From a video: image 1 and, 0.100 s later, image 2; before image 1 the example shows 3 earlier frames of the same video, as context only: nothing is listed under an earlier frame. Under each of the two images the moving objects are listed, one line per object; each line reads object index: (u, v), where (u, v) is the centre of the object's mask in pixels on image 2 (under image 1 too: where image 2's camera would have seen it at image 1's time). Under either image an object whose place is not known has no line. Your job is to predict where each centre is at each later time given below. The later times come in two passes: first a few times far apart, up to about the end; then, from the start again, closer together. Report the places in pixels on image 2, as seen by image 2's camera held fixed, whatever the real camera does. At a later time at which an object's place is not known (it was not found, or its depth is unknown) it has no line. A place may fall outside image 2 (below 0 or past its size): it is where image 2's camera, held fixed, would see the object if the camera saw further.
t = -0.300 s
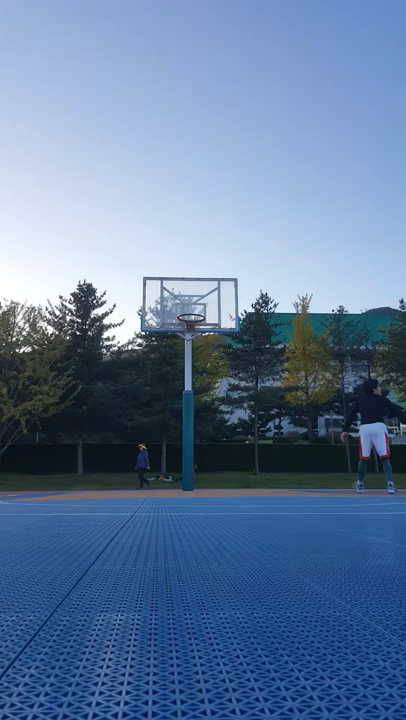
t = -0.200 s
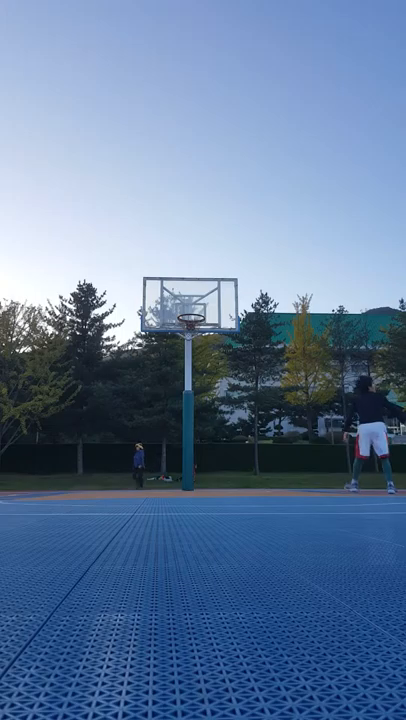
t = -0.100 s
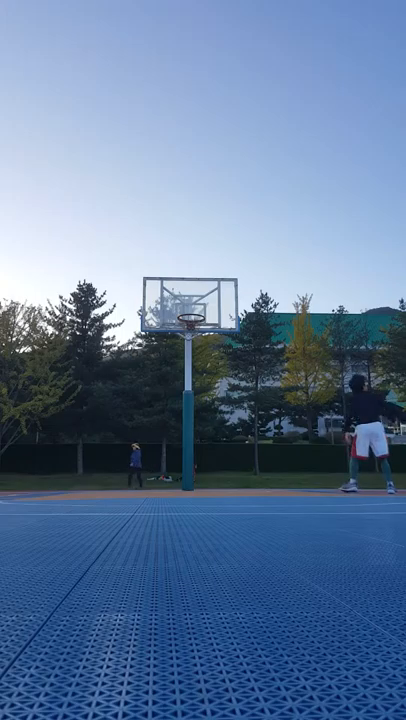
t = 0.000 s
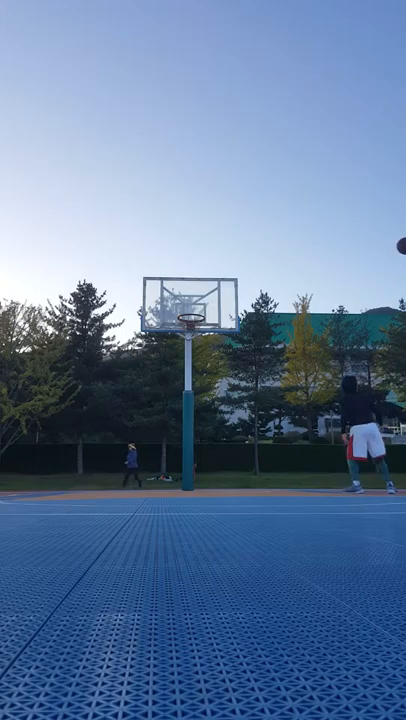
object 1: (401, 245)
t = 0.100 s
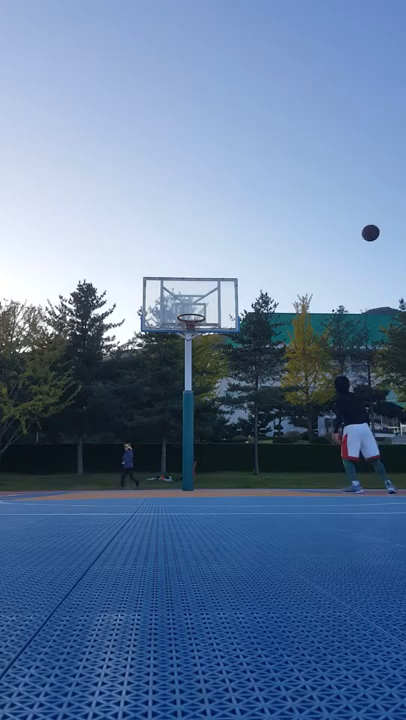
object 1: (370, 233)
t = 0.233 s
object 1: (327, 226)
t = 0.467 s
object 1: (265, 240)
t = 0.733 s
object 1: (205, 289)
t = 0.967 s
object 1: (189, 305)
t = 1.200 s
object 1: (160, 290)
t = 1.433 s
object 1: (130, 304)
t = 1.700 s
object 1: (93, 355)
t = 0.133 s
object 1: (359, 230)
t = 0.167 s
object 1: (348, 227)
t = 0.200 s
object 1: (338, 226)
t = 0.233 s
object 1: (327, 226)
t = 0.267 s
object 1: (318, 227)
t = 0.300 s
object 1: (309, 228)
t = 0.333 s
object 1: (299, 229)
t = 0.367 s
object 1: (291, 231)
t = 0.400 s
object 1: (282, 234)
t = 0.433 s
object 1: (273, 237)
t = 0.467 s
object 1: (265, 240)
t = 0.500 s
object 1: (257, 245)
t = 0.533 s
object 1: (249, 250)
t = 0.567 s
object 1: (241, 255)
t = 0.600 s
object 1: (234, 261)
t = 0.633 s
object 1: (226, 267)
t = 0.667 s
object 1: (219, 274)
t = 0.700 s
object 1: (212, 281)
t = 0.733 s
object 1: (205, 289)
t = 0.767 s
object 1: (198, 297)
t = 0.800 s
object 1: (191, 306)
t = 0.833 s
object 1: (184, 315)
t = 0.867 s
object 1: (191, 315)
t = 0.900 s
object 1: (198, 315)
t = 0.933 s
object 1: (194, 309)
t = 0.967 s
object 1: (189, 305)
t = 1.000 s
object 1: (185, 301)
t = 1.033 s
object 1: (181, 298)
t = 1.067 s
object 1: (177, 295)
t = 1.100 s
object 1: (172, 293)
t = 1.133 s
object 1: (168, 291)
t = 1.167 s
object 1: (164, 291)
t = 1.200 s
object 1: (160, 290)
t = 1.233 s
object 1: (156, 290)
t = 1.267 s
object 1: (151, 291)
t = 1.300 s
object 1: (148, 293)
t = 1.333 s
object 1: (143, 295)
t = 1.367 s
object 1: (139, 297)
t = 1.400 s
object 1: (134, 300)
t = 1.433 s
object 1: (130, 304)
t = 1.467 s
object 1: (126, 308)
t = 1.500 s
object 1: (121, 313)
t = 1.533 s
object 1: (117, 319)
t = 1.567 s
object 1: (112, 325)
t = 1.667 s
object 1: (98, 346)
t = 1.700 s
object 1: (93, 355)
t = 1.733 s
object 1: (88, 364)
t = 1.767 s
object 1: (83, 375)
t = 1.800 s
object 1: (78, 386)
